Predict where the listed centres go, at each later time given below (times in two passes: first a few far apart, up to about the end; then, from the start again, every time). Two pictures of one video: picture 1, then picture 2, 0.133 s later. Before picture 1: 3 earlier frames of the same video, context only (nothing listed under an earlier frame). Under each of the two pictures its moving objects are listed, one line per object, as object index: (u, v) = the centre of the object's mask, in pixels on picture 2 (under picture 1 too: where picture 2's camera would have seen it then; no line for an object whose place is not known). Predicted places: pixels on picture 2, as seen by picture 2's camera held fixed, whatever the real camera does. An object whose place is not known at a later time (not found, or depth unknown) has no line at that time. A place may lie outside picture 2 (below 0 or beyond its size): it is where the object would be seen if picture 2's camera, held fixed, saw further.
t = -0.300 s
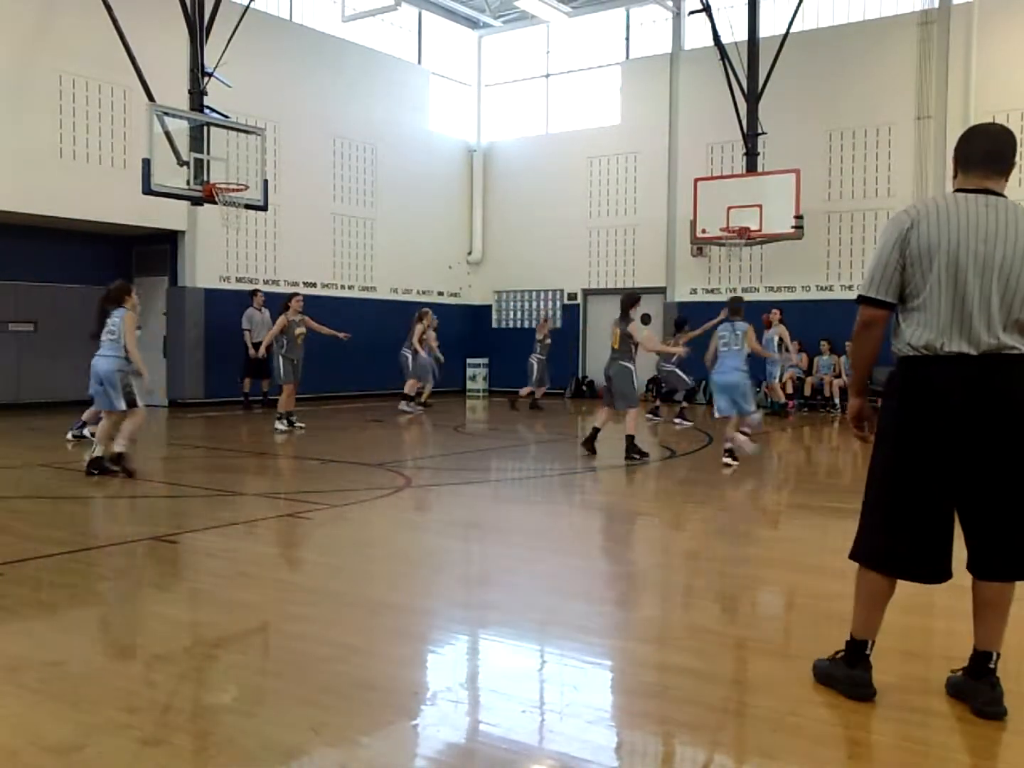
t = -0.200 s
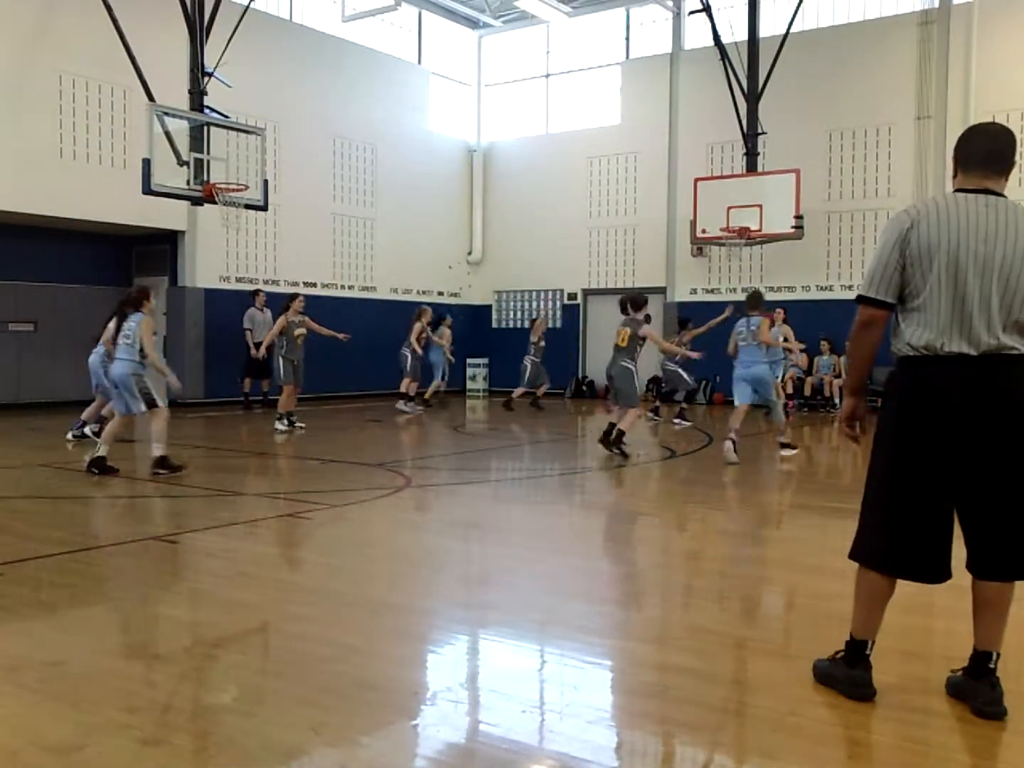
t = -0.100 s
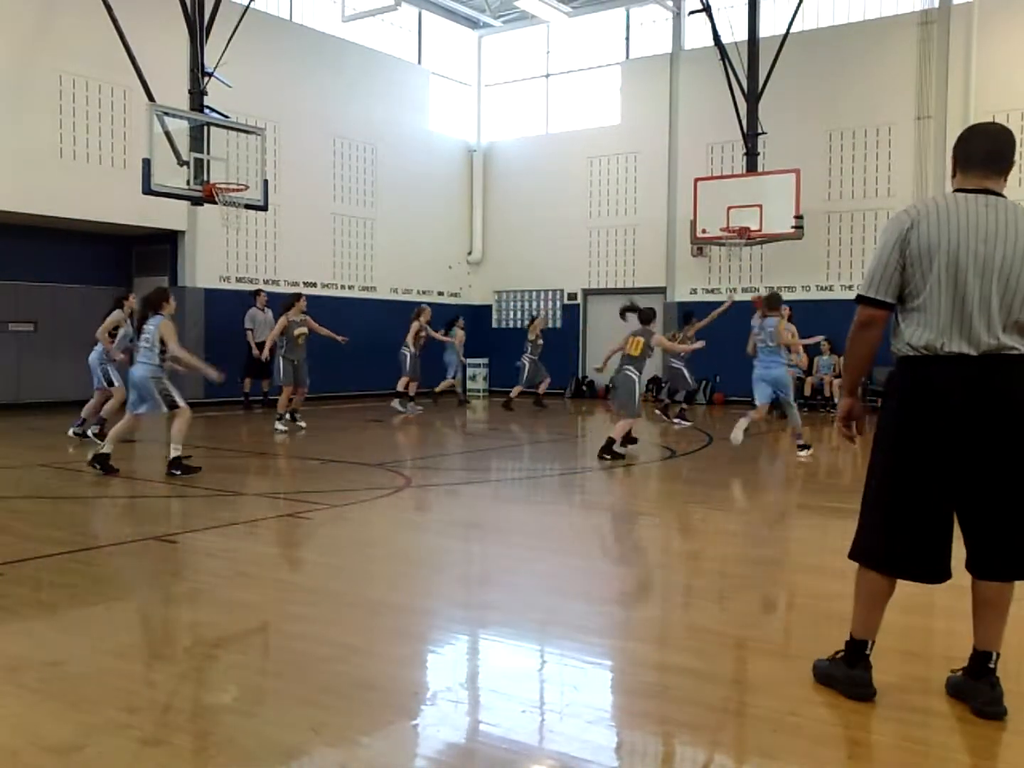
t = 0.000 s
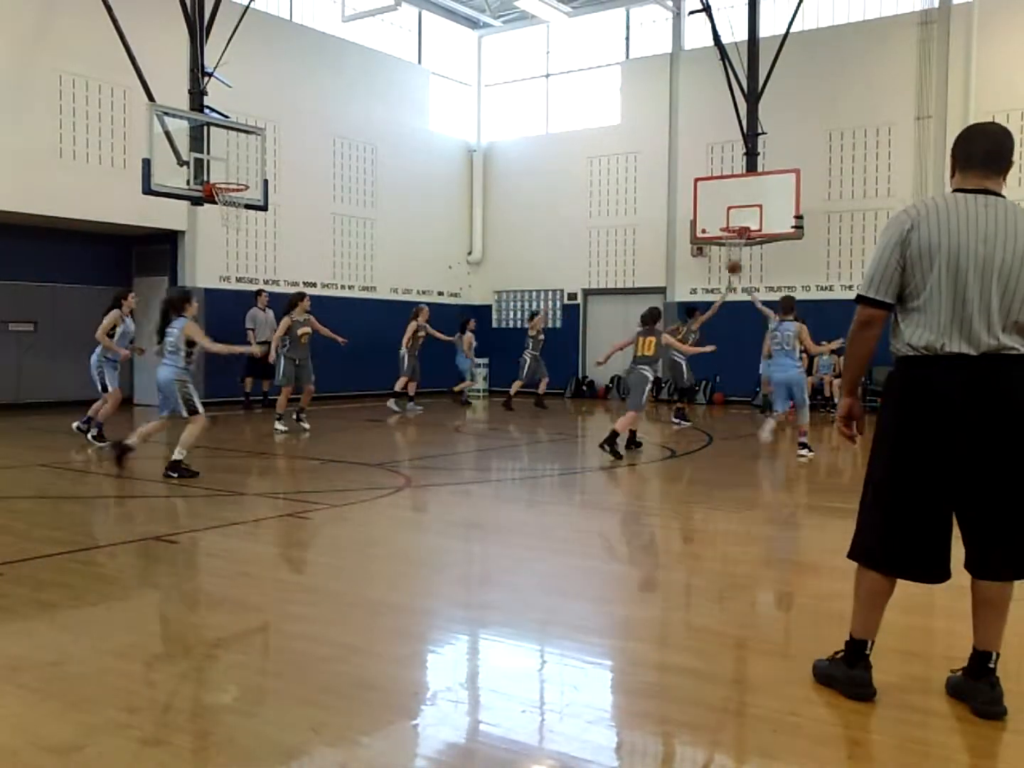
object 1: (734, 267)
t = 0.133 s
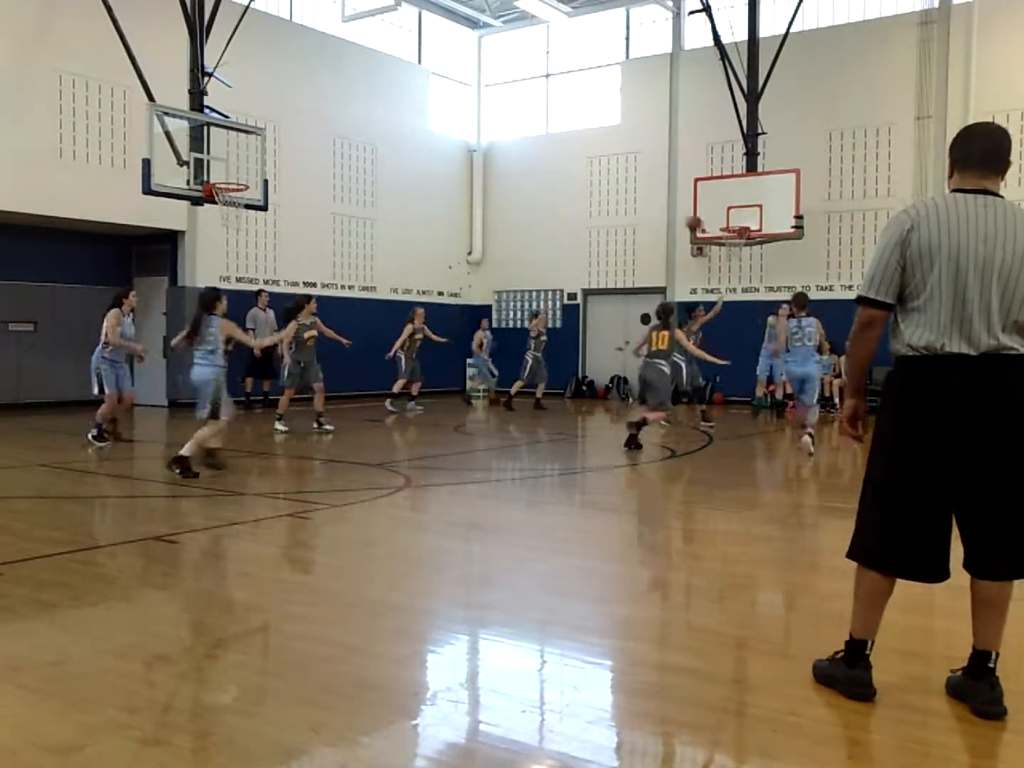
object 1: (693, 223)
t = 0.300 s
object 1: (637, 179)
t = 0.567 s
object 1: (522, 141)
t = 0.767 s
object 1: (410, 145)
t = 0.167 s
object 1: (683, 213)
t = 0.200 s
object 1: (672, 205)
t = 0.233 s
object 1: (660, 195)
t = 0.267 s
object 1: (649, 187)
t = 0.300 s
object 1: (637, 179)
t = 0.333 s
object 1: (624, 172)
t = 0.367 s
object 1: (611, 165)
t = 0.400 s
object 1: (598, 159)
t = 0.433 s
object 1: (583, 154)
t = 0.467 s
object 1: (569, 149)
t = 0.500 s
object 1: (554, 145)
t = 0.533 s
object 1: (538, 142)
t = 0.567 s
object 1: (522, 141)
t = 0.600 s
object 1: (505, 140)
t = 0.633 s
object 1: (487, 139)
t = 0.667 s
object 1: (470, 139)
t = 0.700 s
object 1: (450, 140)
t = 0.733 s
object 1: (430, 142)
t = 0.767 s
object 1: (410, 145)
